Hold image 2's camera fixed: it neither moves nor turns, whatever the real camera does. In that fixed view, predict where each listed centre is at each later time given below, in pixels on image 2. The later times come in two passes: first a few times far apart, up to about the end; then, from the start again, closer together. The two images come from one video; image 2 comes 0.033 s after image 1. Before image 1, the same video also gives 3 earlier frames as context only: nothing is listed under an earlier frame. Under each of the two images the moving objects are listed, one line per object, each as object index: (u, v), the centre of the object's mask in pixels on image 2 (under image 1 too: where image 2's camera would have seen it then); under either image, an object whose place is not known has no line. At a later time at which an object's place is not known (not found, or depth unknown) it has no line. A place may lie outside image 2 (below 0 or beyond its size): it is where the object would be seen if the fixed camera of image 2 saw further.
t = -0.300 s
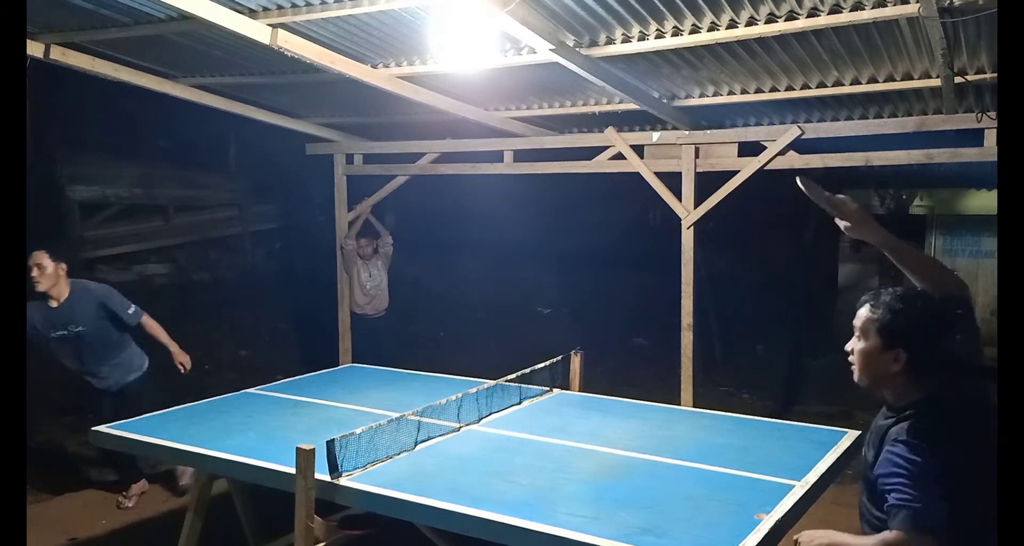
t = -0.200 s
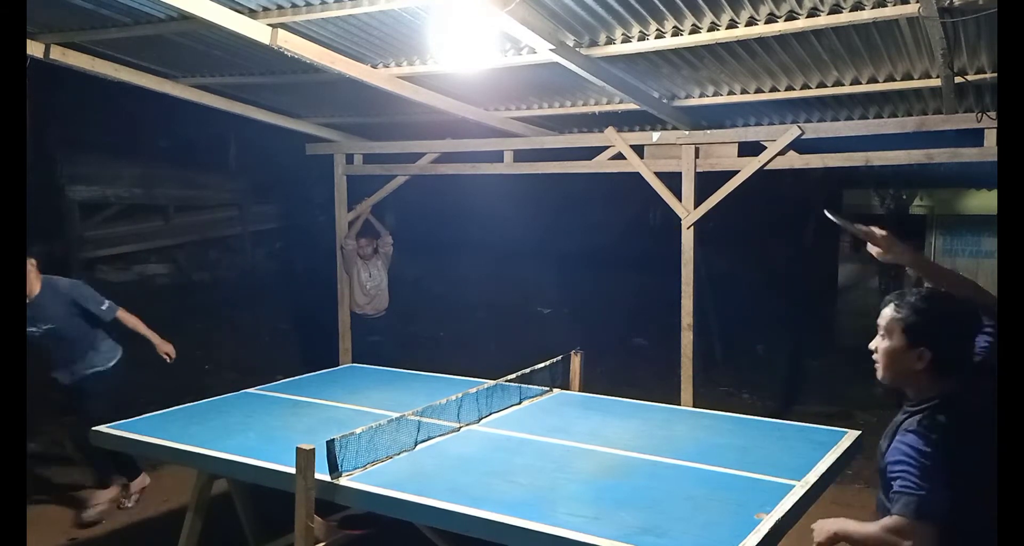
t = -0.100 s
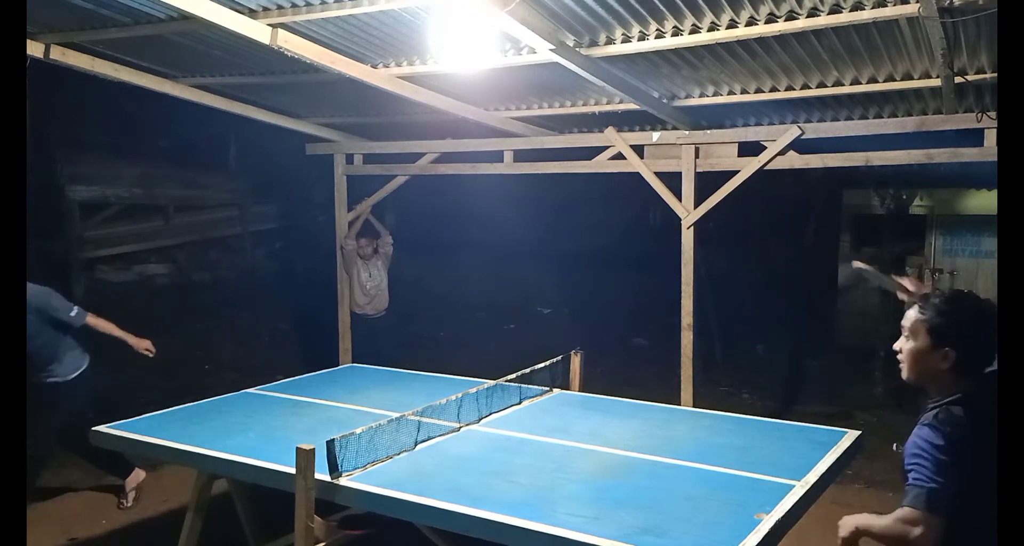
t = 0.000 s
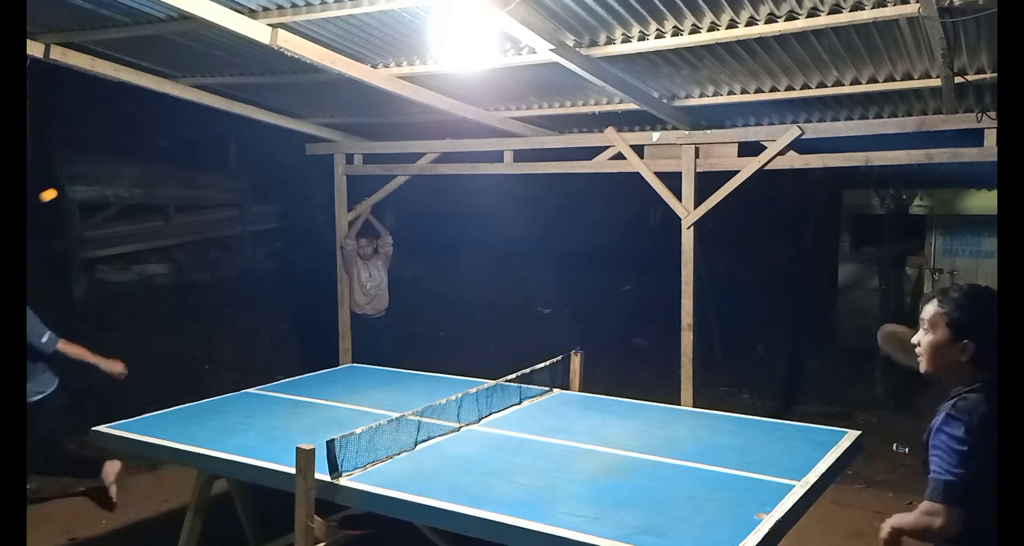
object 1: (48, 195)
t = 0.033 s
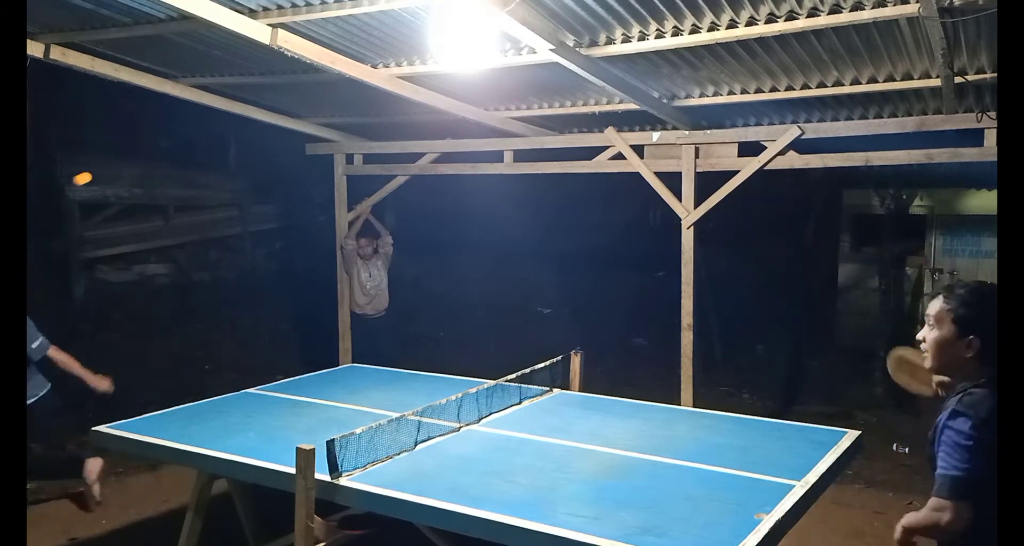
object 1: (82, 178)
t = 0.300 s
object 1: (397, 155)
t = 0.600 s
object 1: (826, 421)
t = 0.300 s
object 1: (397, 155)
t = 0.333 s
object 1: (440, 168)
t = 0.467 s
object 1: (627, 259)
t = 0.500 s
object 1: (675, 292)
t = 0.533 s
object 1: (726, 332)
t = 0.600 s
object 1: (826, 421)
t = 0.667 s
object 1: (932, 534)
